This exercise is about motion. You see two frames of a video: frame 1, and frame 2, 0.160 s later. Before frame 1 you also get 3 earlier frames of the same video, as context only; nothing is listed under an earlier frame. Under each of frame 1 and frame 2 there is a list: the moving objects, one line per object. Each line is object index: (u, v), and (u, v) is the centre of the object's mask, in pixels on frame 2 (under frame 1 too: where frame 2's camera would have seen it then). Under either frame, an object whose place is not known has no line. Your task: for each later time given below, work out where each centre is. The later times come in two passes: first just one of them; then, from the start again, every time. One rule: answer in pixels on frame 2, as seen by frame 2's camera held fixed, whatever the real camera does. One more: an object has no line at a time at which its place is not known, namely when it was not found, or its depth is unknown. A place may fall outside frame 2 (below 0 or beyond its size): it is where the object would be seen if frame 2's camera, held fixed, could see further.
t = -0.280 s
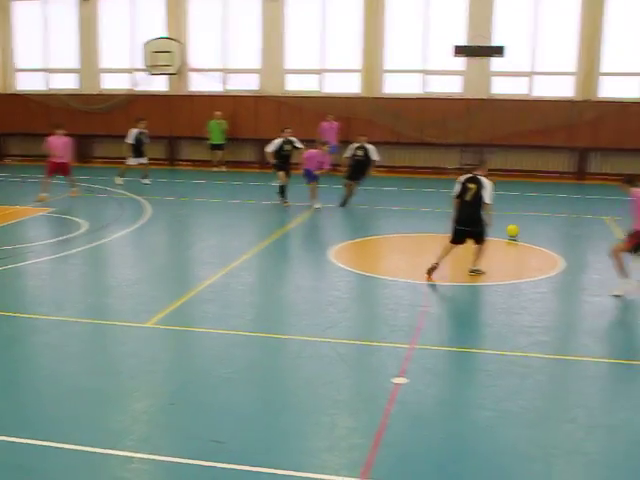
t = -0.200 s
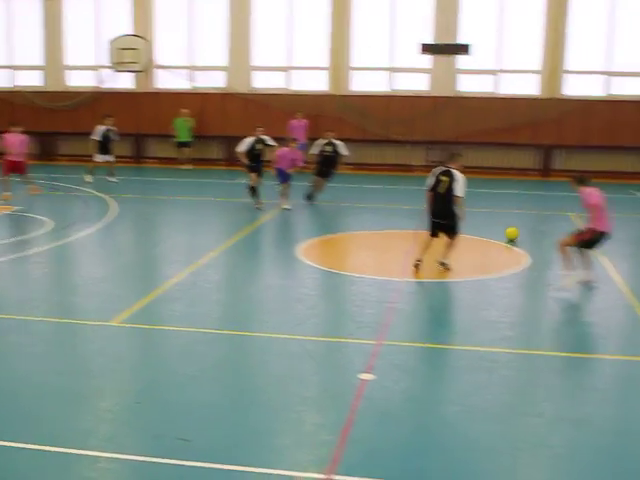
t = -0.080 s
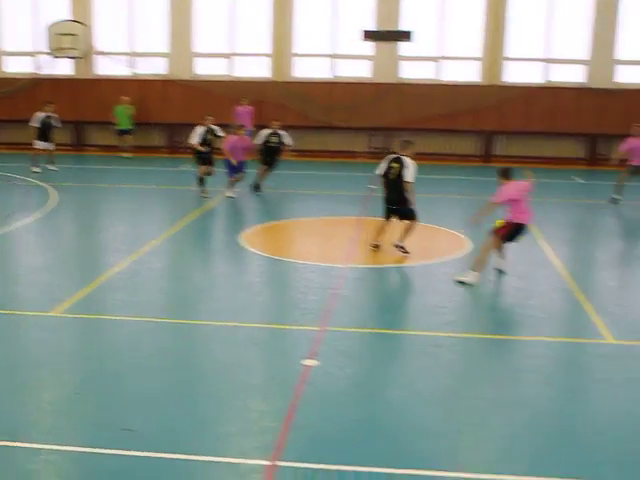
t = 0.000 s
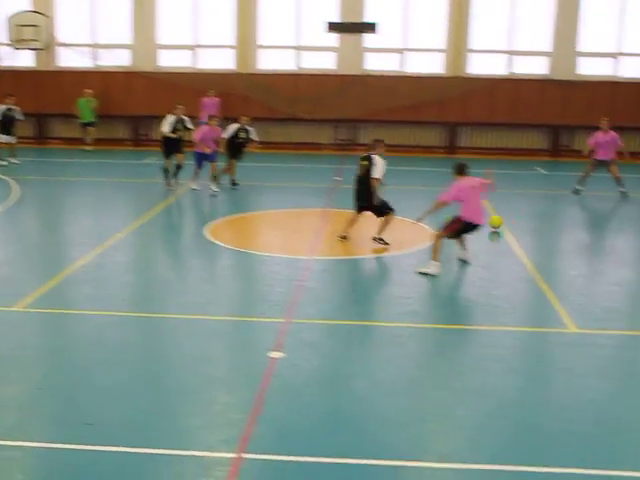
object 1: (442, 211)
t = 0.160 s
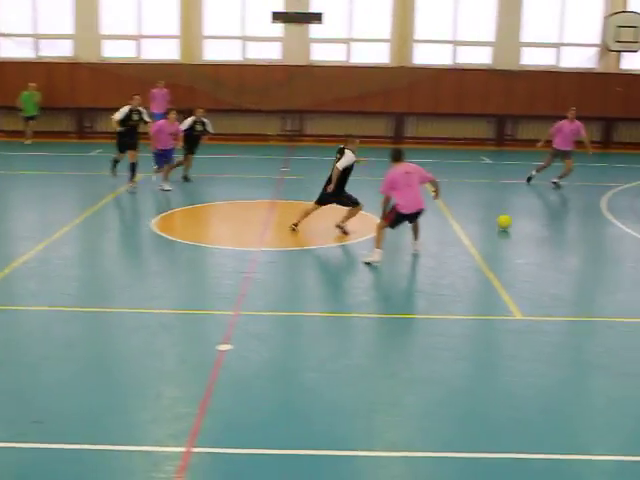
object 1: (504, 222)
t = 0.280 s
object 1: (553, 229)
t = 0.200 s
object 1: (520, 225)
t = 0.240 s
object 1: (537, 227)
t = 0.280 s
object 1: (553, 229)
